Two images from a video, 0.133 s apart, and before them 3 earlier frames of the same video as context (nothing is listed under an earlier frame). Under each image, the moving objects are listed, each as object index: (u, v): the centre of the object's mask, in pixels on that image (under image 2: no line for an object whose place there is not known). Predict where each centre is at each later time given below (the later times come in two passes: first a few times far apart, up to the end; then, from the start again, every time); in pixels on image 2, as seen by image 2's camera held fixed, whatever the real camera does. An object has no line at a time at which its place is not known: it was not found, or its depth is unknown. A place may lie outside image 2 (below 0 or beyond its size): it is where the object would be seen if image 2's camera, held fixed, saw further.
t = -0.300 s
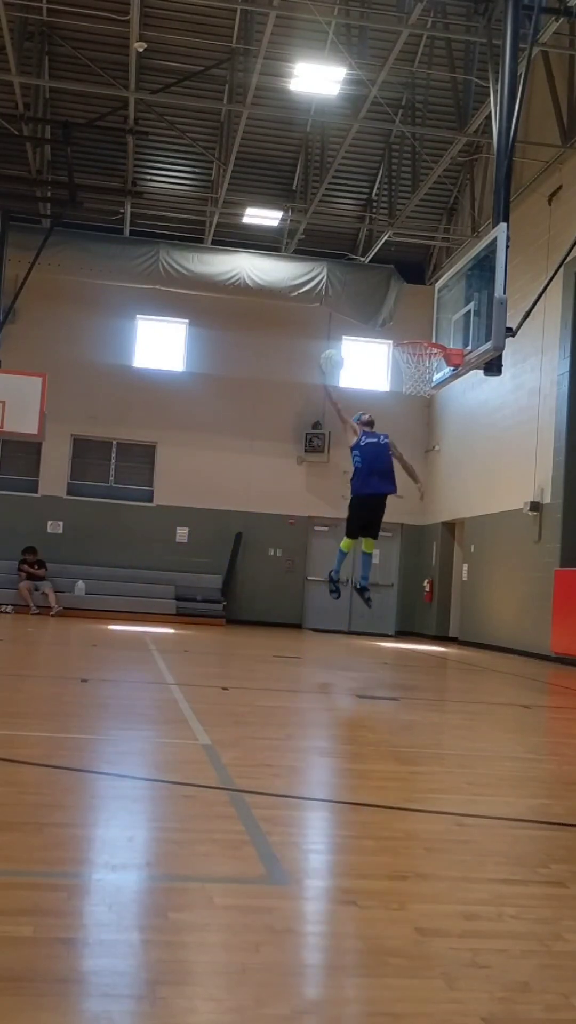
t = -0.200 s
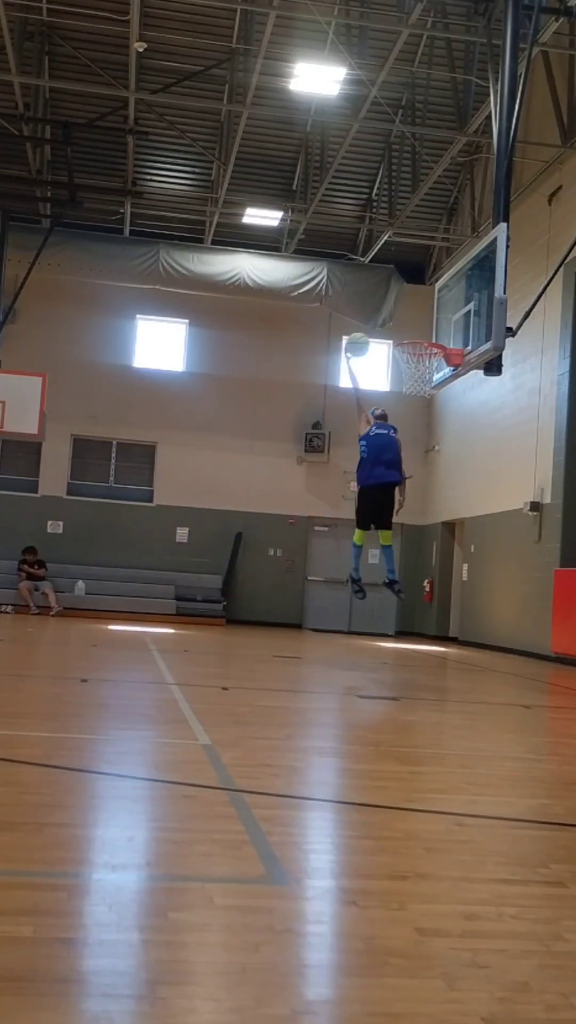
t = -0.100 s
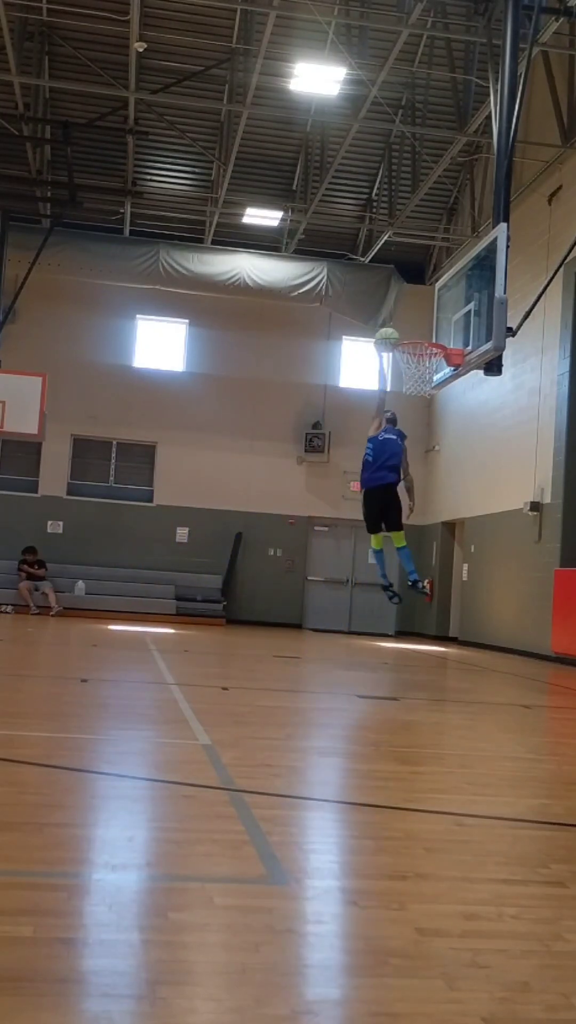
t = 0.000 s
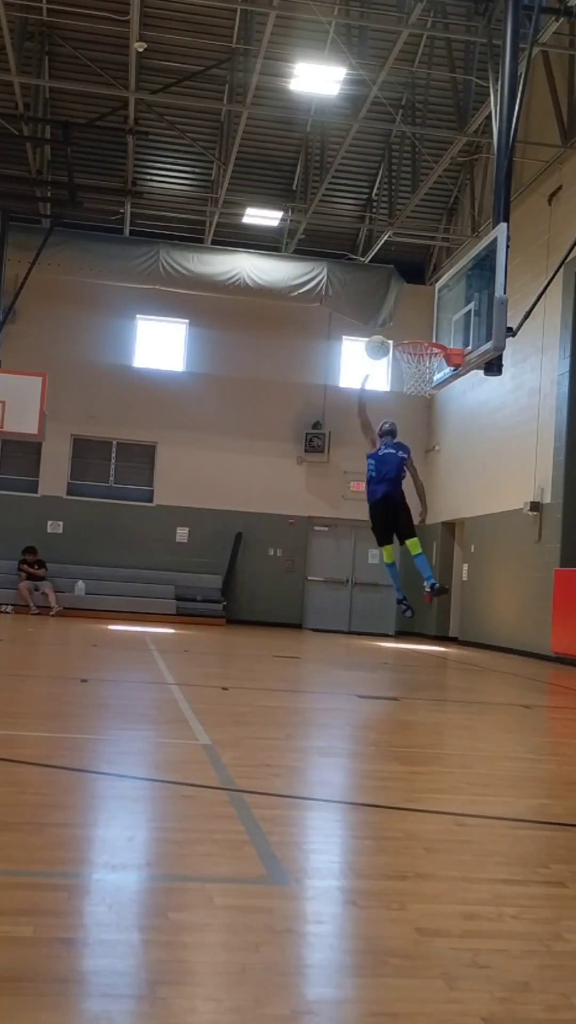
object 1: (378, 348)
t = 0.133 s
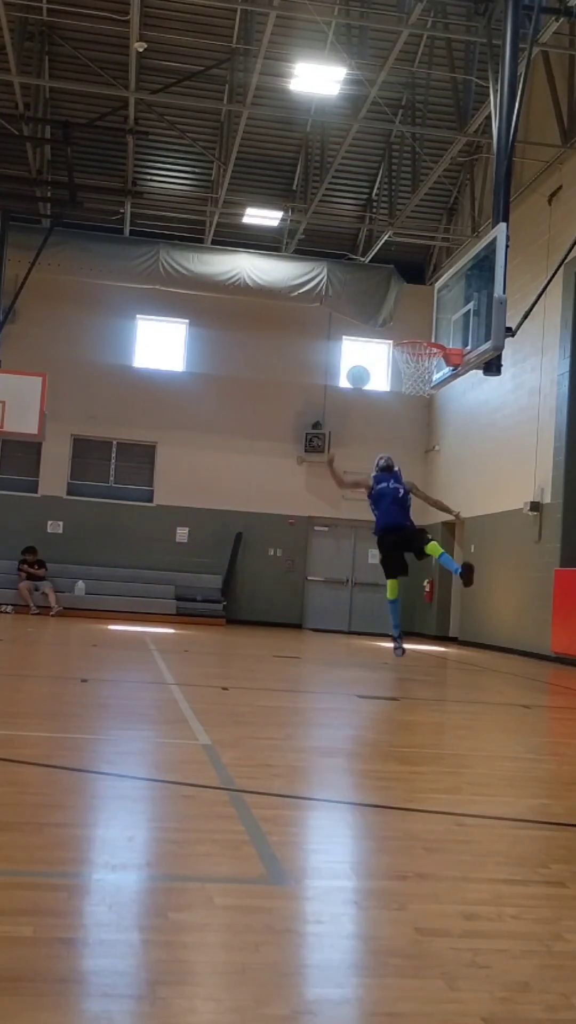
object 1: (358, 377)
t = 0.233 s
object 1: (344, 409)
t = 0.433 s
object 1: (312, 508)
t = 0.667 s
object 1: (275, 647)
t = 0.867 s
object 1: (251, 544)
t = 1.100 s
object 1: (220, 479)
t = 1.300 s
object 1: (190, 469)
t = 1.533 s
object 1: (150, 511)
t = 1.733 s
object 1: (114, 593)
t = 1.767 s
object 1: (108, 611)
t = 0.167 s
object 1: (354, 386)
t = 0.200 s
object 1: (349, 397)
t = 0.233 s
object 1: (344, 409)
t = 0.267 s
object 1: (338, 423)
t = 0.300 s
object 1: (333, 438)
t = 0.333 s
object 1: (328, 453)
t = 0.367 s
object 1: (322, 470)
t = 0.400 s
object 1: (318, 488)
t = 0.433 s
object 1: (312, 508)
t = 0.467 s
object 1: (306, 528)
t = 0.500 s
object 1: (301, 550)
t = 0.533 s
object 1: (295, 573)
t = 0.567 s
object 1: (290, 598)
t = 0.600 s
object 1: (284, 623)
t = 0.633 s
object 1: (279, 650)
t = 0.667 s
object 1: (275, 647)
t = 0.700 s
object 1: (270, 625)
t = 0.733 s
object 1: (266, 608)
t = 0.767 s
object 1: (262, 590)
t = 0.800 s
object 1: (259, 573)
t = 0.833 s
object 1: (254, 558)
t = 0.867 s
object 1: (251, 544)
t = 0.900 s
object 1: (247, 531)
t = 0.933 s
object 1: (242, 519)
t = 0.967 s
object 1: (238, 509)
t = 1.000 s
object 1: (234, 499)
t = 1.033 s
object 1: (229, 491)
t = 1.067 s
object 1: (224, 484)
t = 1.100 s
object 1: (220, 479)
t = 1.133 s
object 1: (215, 474)
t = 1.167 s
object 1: (210, 471)
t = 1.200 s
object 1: (205, 468)
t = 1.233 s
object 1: (200, 467)
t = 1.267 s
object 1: (195, 468)
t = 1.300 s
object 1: (190, 469)
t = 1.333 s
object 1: (184, 471)
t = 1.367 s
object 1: (179, 475)
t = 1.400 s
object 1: (174, 480)
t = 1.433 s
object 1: (168, 486)
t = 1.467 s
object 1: (162, 493)
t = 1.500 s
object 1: (156, 502)
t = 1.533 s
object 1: (150, 511)
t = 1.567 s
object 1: (145, 522)
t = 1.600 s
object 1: (139, 534)
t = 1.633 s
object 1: (133, 547)
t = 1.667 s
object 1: (127, 561)
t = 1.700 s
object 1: (120, 576)
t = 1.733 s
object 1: (114, 593)
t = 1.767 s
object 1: (108, 611)
